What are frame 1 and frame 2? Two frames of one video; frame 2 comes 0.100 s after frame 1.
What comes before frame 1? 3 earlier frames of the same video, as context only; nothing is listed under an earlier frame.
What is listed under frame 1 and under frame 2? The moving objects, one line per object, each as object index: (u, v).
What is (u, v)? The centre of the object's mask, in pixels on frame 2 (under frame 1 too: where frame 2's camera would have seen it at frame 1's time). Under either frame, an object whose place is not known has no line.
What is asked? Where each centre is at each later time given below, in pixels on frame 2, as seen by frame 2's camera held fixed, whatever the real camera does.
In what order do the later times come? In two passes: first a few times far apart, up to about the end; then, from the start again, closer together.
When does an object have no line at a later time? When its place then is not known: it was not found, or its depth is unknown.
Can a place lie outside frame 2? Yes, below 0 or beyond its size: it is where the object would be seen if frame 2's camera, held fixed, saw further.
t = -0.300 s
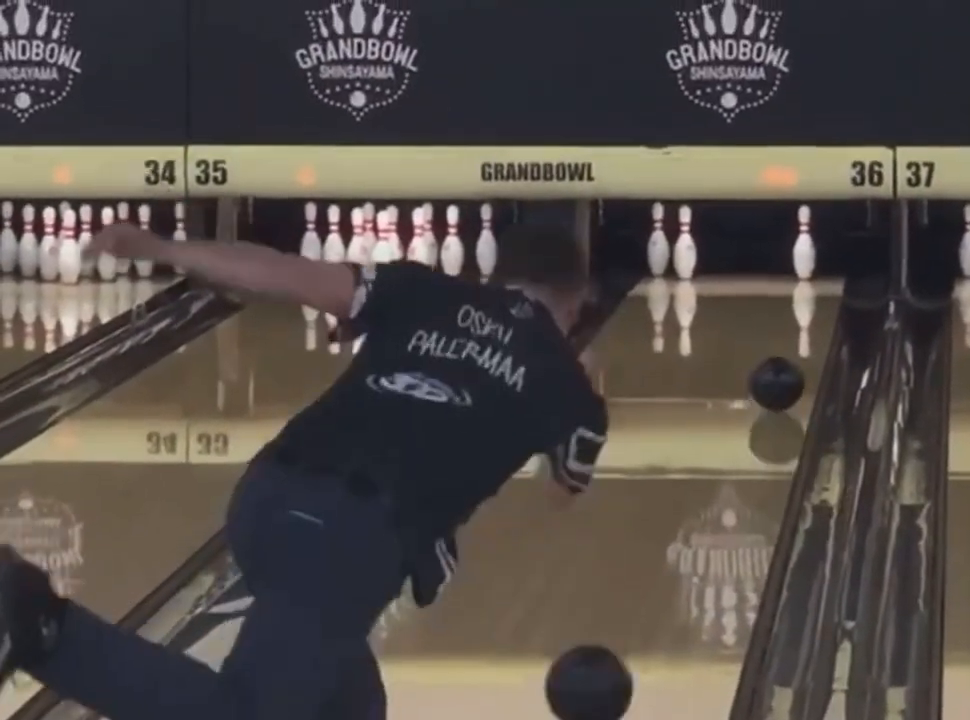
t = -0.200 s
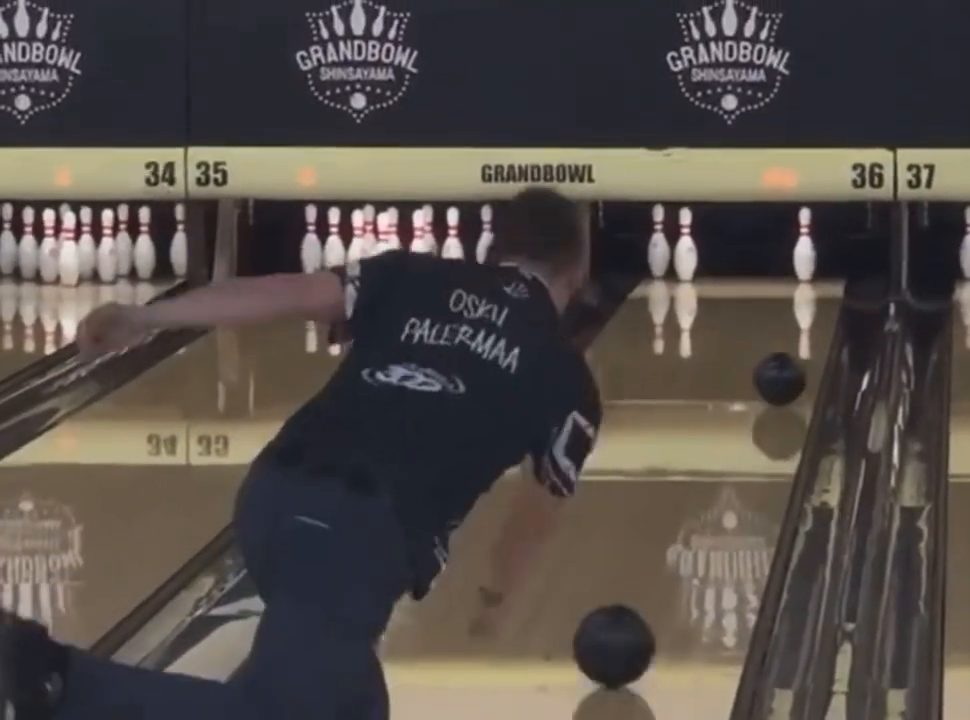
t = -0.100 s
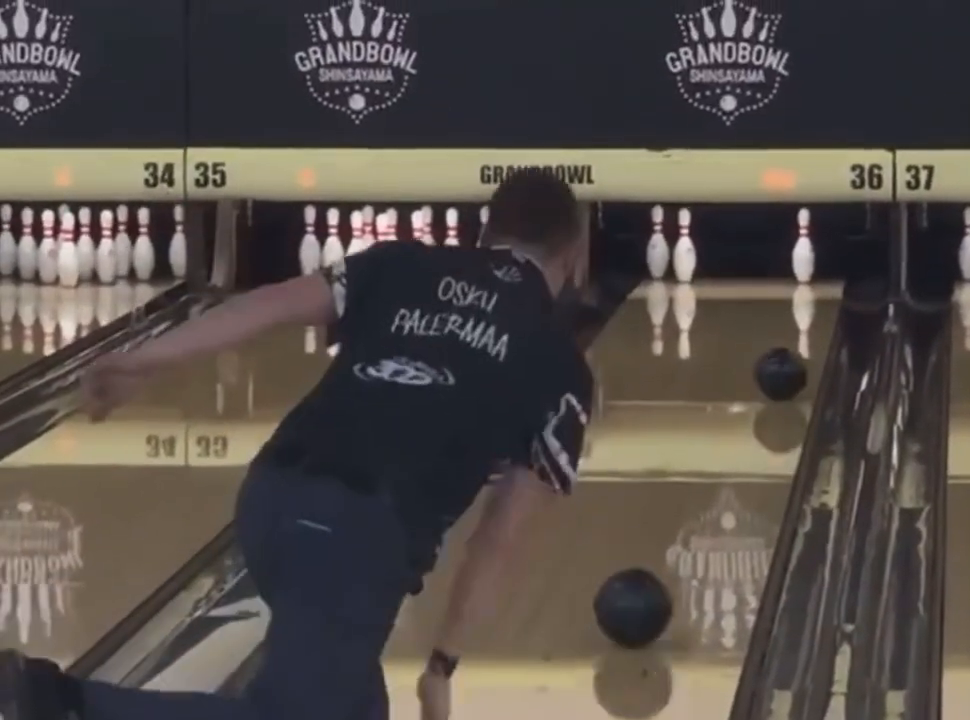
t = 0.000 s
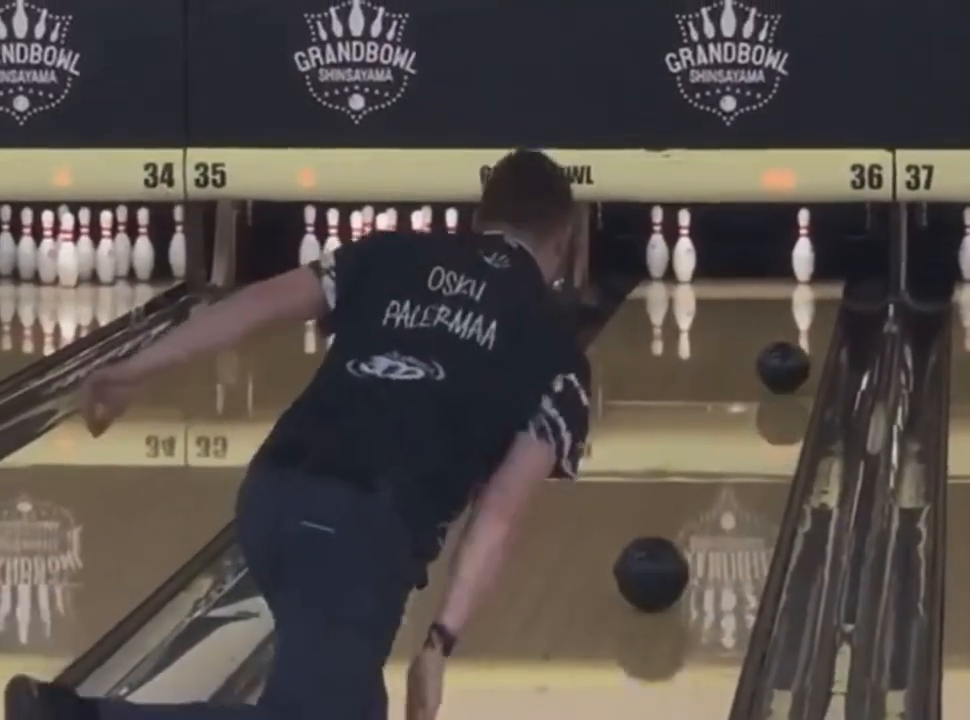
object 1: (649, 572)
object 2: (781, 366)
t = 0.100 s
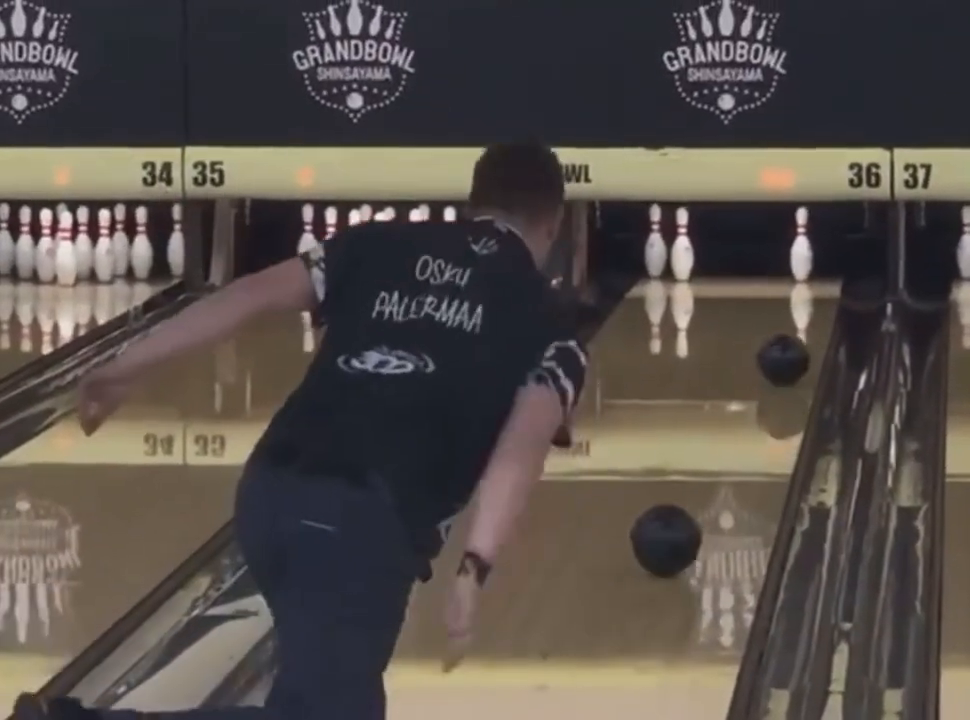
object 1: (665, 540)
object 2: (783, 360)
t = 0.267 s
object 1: (688, 491)
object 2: (786, 350)
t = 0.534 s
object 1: (715, 428)
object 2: (790, 336)
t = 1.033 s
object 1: (746, 340)
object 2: (797, 309)
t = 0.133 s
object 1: (670, 530)
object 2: (783, 359)
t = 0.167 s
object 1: (675, 520)
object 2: (784, 355)
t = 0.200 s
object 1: (679, 509)
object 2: (785, 354)
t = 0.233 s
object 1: (684, 500)
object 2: (785, 352)
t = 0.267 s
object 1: (688, 491)
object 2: (786, 350)
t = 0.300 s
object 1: (692, 482)
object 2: (787, 349)
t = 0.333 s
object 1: (696, 474)
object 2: (786, 347)
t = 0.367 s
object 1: (699, 466)
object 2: (787, 344)
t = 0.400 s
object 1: (703, 458)
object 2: (787, 343)
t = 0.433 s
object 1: (706, 450)
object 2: (787, 341)
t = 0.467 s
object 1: (709, 443)
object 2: (788, 339)
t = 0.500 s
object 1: (712, 435)
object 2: (788, 337)
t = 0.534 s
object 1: (715, 428)
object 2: (790, 336)
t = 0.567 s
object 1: (718, 422)
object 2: (790, 334)
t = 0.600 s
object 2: (789, 333)
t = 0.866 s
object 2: (793, 318)
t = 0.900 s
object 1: (739, 361)
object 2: (793, 317)
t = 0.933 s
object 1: (741, 356)
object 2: (794, 315)
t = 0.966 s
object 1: (743, 350)
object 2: (795, 313)
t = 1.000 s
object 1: (744, 346)
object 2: (795, 312)
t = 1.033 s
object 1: (746, 340)
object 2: (797, 309)
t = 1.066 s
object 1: (748, 336)
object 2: (798, 308)
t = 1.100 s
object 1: (749, 330)
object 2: (799, 304)
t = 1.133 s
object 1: (751, 326)
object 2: (801, 302)
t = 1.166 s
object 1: (752, 322)
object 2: (804, 300)
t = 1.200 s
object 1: (754, 314)
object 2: (806, 299)
